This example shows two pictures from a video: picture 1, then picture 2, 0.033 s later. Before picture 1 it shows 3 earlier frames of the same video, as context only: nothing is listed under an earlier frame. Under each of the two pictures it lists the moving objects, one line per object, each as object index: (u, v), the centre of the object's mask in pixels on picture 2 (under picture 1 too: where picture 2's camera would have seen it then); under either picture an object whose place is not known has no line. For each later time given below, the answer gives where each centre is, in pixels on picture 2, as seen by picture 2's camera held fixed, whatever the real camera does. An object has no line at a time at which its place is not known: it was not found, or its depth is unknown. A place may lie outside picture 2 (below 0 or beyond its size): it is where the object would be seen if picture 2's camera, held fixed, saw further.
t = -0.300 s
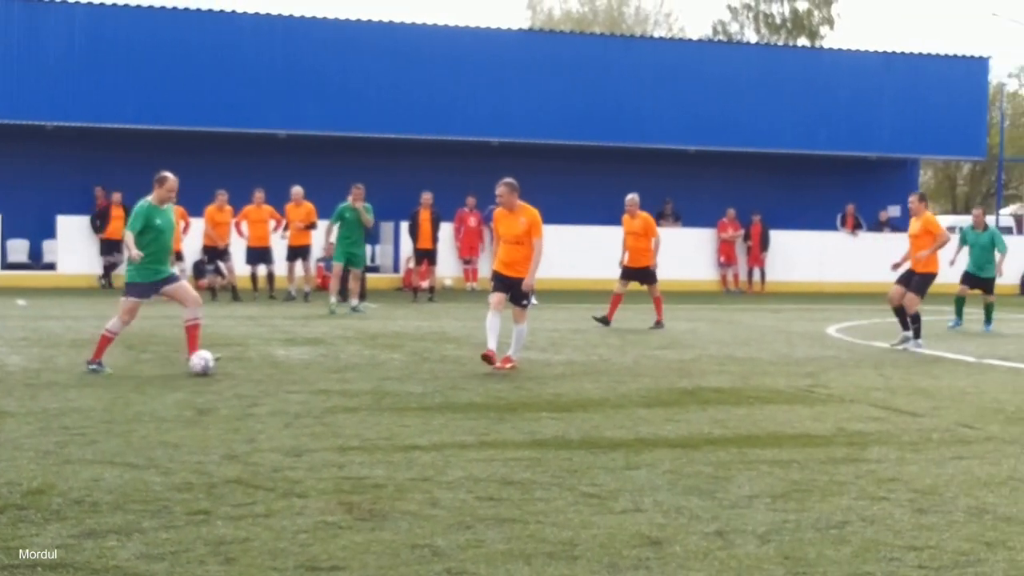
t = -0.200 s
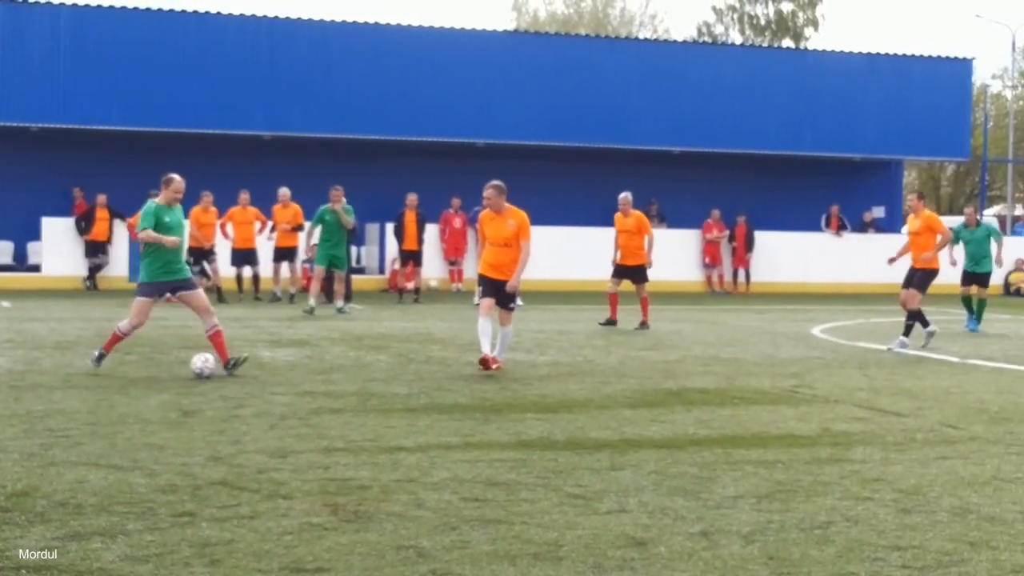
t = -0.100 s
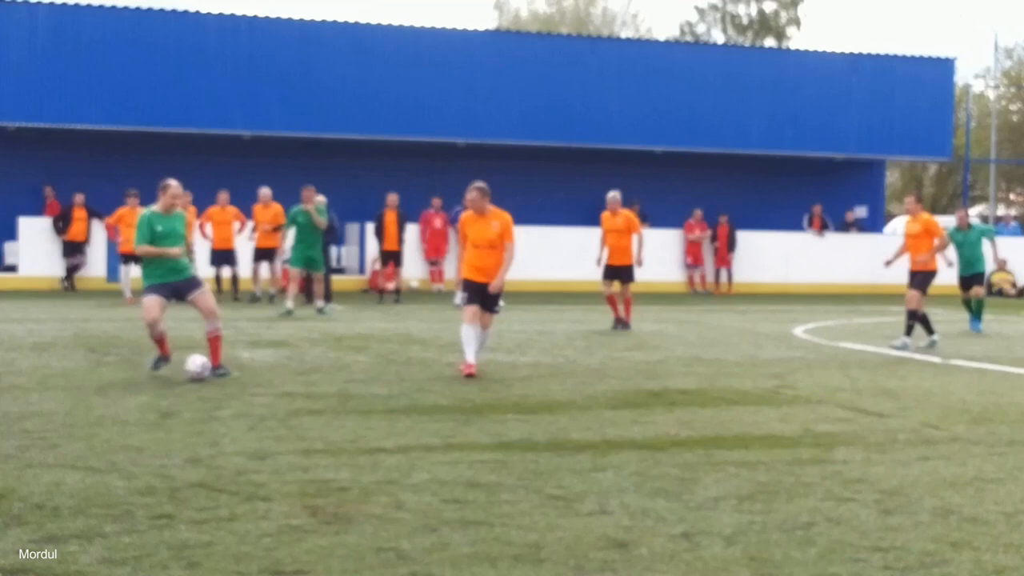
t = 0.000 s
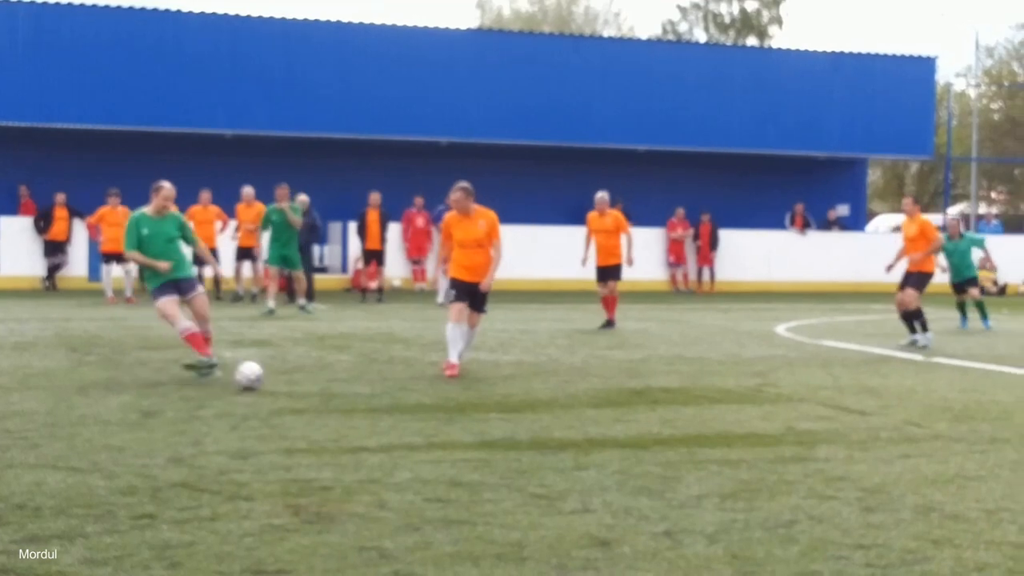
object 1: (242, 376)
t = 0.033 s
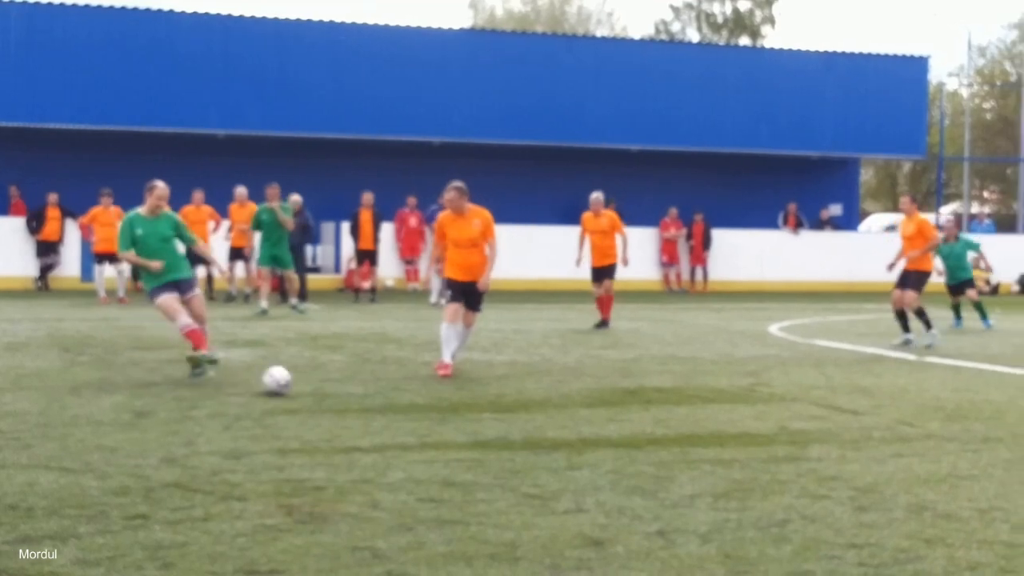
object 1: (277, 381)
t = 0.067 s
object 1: (311, 385)
